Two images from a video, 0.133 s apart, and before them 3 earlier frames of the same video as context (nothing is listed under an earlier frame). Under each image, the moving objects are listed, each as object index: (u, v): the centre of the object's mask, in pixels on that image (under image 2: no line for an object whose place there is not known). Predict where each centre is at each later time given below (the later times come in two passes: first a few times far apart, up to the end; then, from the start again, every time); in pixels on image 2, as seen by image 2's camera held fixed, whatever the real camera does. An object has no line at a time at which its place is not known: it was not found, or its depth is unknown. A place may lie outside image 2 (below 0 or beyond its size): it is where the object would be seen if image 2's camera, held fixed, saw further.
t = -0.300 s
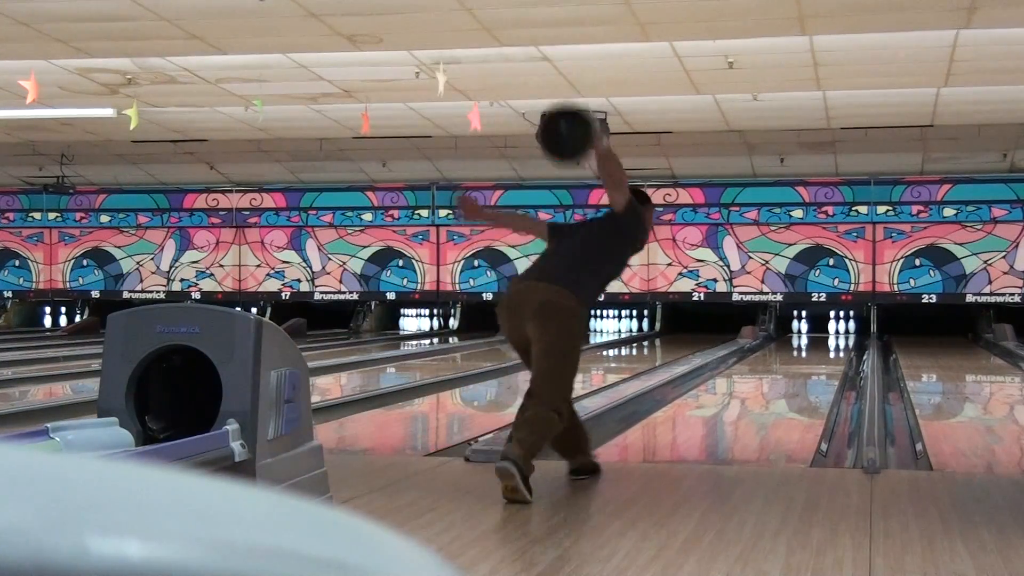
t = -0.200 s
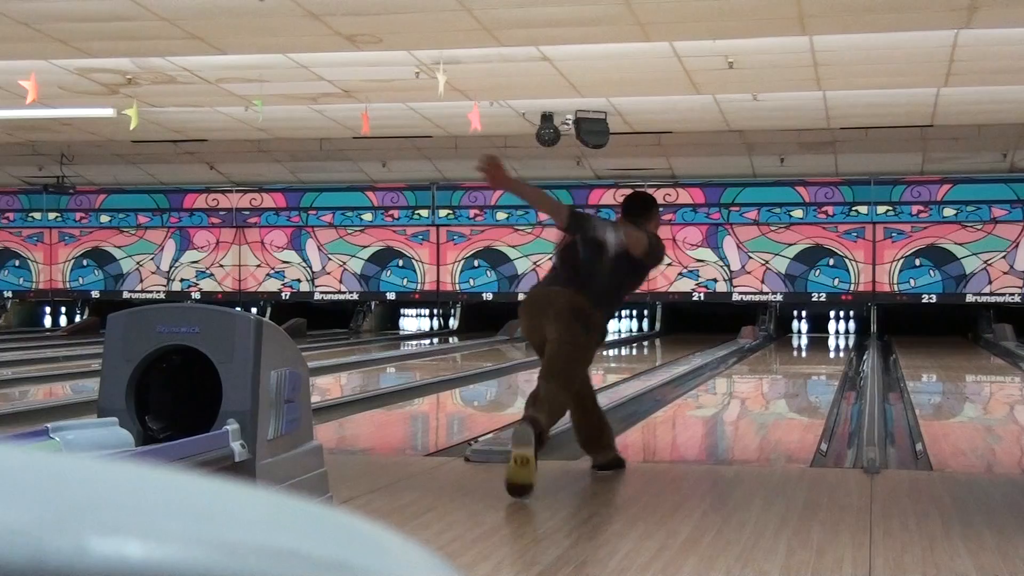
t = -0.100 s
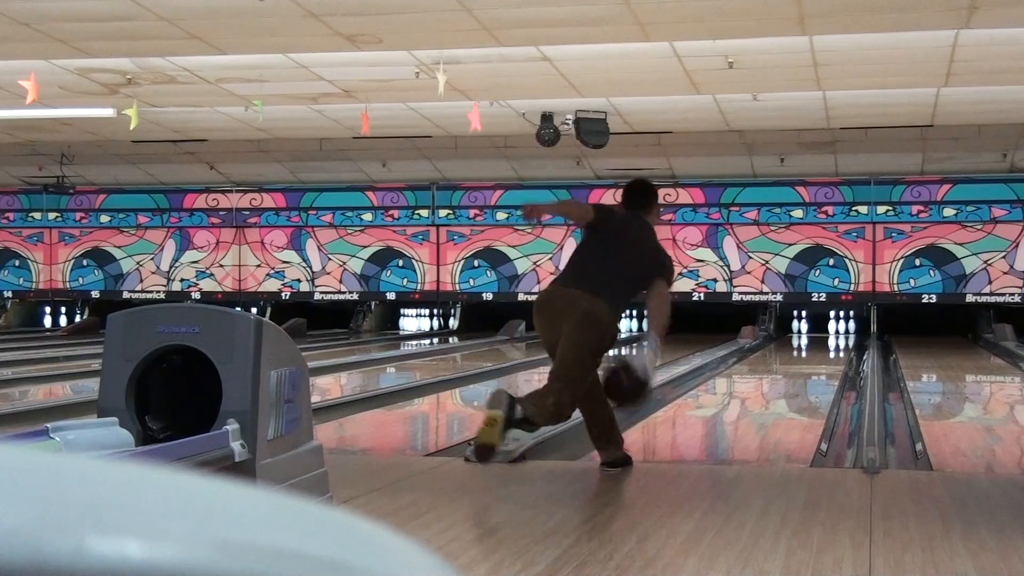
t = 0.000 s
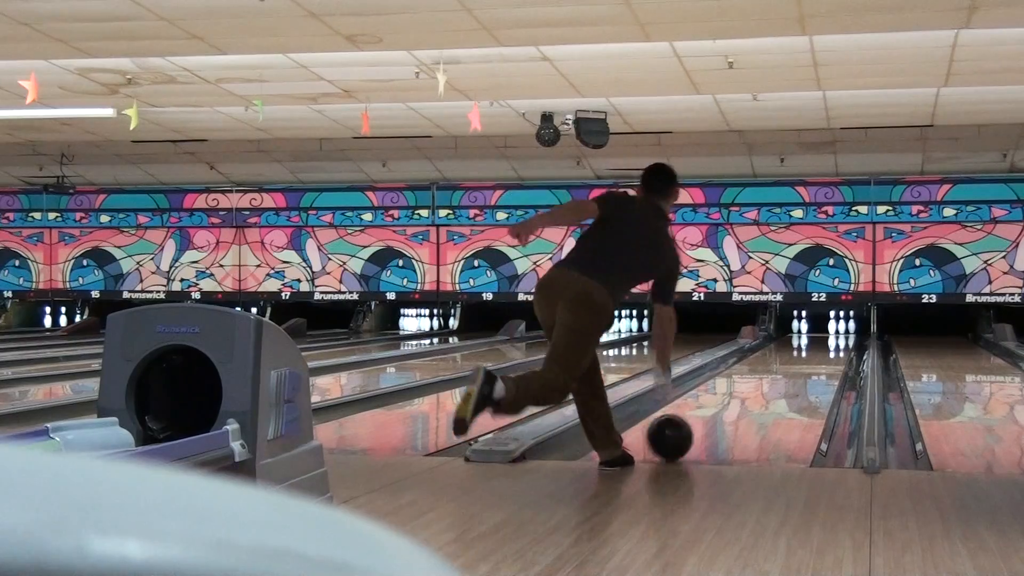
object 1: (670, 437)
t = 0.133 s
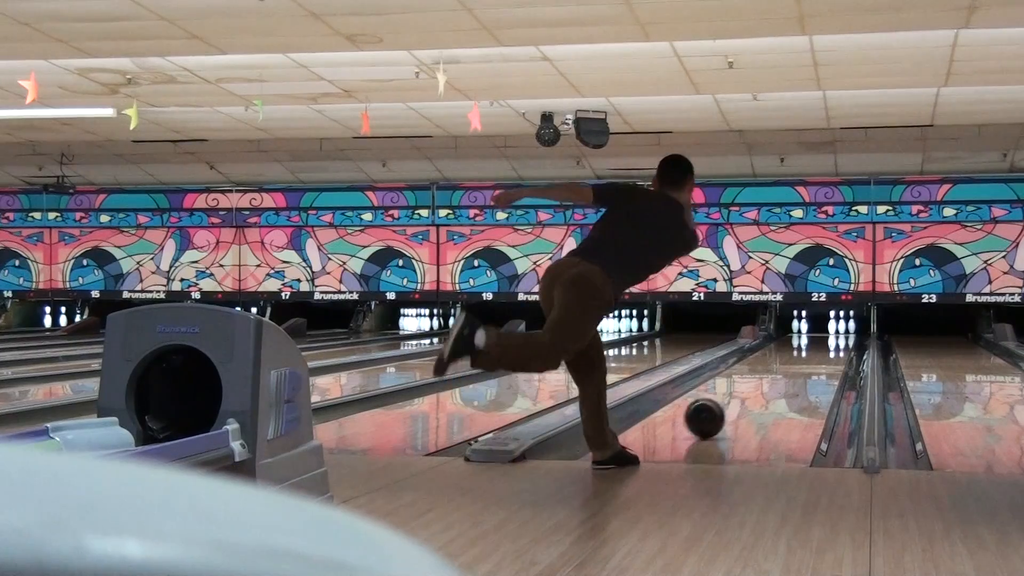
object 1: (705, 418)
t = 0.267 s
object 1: (731, 402)
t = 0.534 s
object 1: (769, 380)
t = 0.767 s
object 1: (792, 367)
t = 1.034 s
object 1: (810, 355)
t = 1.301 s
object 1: (825, 348)
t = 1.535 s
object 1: (832, 342)
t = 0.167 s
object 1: (712, 414)
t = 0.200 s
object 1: (719, 410)
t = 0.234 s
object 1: (725, 406)
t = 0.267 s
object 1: (731, 402)
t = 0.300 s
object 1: (737, 399)
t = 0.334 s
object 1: (742, 395)
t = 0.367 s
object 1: (747, 392)
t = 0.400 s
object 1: (752, 390)
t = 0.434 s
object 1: (756, 388)
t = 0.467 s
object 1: (761, 385)
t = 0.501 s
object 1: (765, 382)
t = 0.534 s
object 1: (769, 380)
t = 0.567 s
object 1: (773, 378)
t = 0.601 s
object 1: (776, 376)
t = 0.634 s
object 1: (780, 374)
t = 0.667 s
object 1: (783, 372)
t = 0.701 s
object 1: (786, 370)
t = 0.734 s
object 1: (789, 368)
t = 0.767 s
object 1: (792, 367)
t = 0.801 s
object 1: (795, 365)
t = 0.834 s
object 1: (797, 363)
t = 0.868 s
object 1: (800, 362)
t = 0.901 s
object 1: (801, 361)
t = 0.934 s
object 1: (804, 359)
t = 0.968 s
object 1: (806, 359)
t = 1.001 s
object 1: (808, 356)
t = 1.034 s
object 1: (810, 355)
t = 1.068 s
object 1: (812, 355)
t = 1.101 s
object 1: (814, 354)
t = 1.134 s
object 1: (816, 352)
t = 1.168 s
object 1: (818, 352)
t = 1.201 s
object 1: (819, 349)
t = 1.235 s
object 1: (821, 350)
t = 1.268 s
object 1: (823, 349)
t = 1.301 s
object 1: (825, 348)
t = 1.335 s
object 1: (826, 347)
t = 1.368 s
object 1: (827, 346)
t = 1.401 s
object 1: (828, 344)
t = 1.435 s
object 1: (829, 344)
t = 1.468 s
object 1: (830, 343)
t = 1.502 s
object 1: (831, 342)
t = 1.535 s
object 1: (832, 342)
